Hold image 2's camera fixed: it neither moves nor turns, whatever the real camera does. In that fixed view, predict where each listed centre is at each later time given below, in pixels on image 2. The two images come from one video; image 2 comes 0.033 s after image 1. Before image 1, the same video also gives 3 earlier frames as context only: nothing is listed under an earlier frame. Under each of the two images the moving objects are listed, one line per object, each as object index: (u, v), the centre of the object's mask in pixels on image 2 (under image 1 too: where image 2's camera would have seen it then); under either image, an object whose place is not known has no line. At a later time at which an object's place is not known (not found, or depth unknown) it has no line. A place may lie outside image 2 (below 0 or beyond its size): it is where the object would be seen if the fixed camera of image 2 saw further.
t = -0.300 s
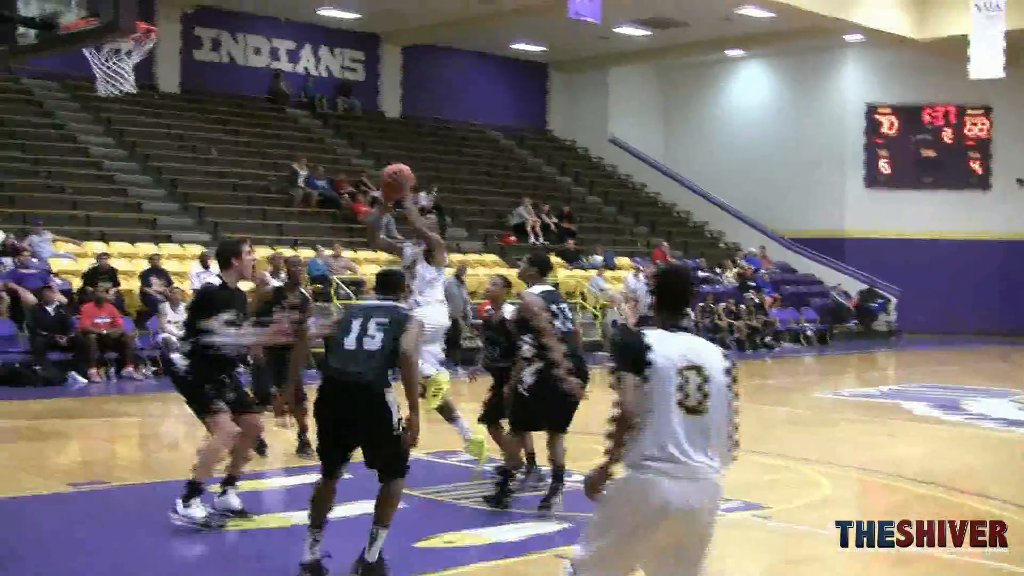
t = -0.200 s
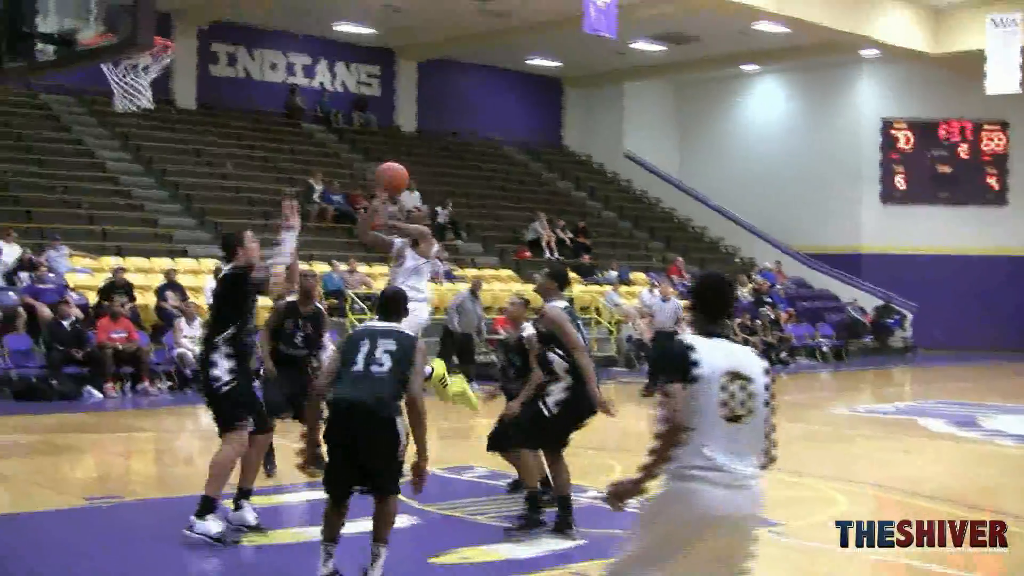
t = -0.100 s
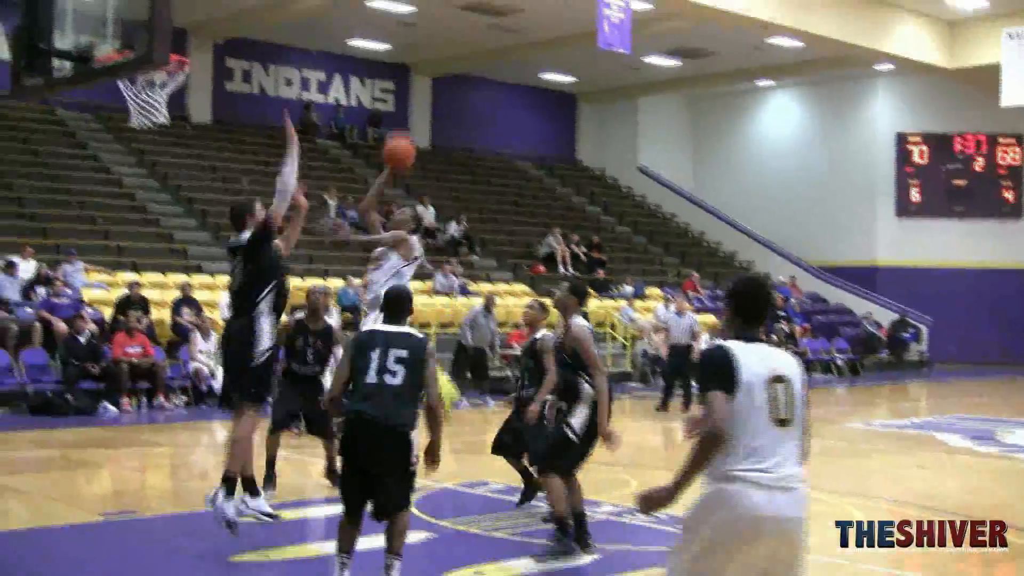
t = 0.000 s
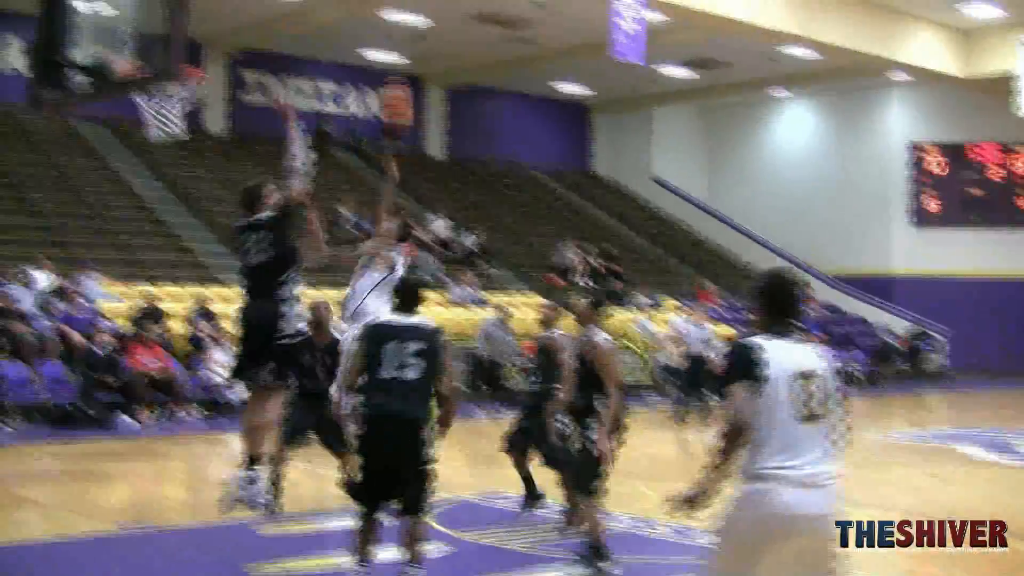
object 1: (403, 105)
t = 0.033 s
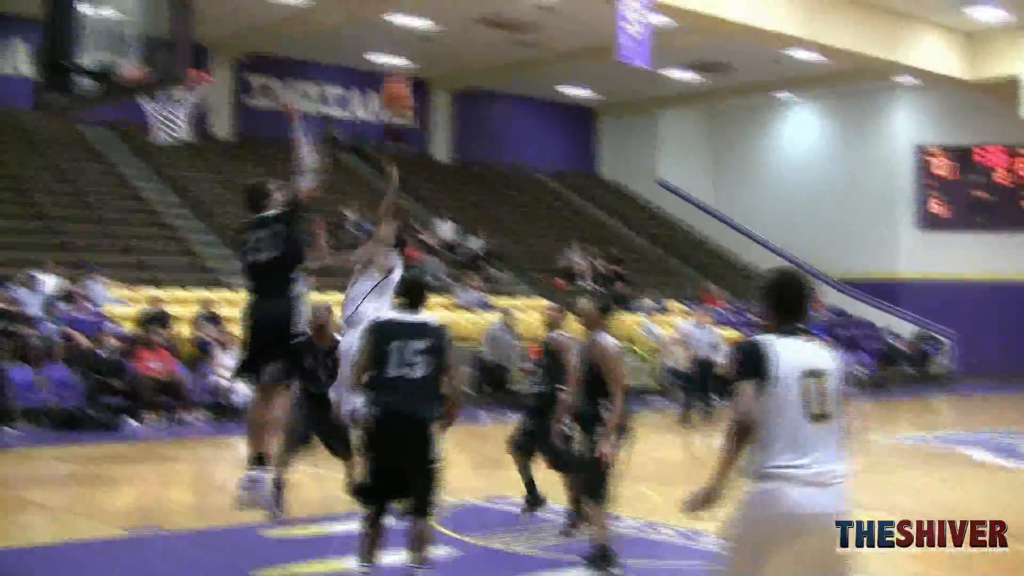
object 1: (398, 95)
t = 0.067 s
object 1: (389, 79)
